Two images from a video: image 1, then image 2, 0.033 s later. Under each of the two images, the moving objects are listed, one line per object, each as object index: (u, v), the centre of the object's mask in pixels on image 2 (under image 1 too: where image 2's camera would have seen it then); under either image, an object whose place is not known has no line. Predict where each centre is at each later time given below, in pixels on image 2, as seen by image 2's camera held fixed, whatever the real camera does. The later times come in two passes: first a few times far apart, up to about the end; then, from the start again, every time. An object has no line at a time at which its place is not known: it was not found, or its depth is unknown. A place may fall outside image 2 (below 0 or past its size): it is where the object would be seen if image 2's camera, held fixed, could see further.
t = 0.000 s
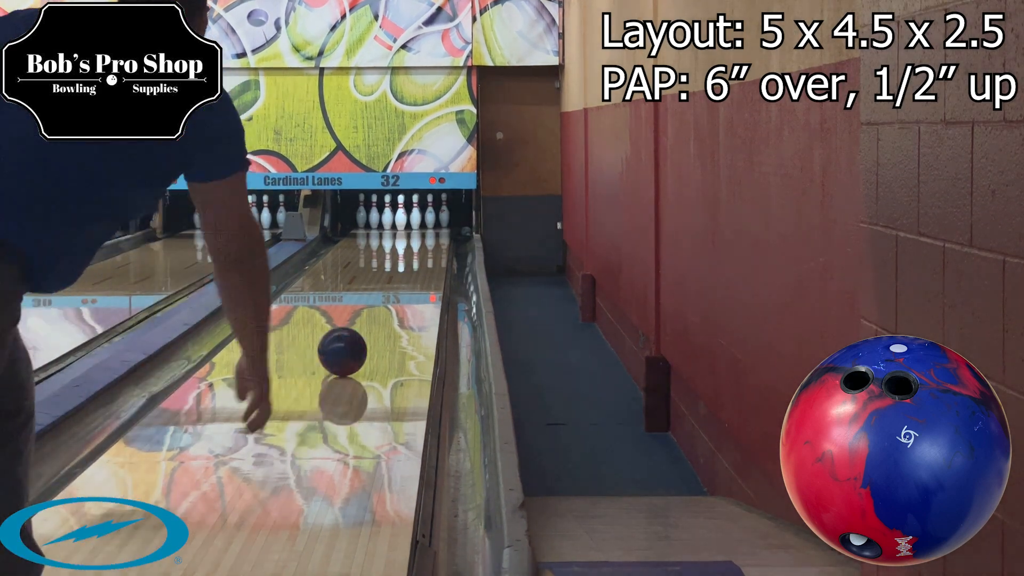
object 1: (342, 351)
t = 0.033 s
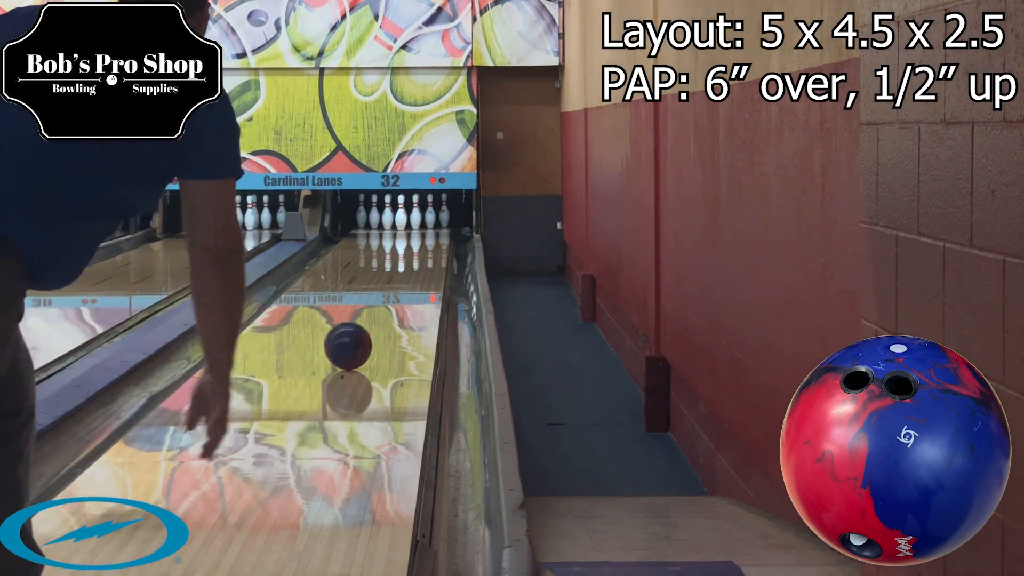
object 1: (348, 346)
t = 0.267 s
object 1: (378, 311)
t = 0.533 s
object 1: (402, 282)
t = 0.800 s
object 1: (418, 262)
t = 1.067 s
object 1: (426, 248)
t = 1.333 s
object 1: (426, 236)
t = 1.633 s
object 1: (416, 226)
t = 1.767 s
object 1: (408, 221)
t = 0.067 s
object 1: (353, 340)
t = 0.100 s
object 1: (358, 335)
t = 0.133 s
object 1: (362, 330)
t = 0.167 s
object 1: (367, 325)
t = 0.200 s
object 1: (371, 320)
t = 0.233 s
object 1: (375, 316)
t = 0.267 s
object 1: (378, 311)
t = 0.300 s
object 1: (382, 307)
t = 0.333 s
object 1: (385, 303)
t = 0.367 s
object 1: (388, 300)
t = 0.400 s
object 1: (391, 296)
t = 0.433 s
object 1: (394, 292)
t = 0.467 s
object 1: (397, 289)
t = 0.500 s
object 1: (400, 286)
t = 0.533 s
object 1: (402, 282)
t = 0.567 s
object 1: (404, 279)
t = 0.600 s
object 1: (406, 276)
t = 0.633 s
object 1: (408, 274)
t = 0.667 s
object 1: (411, 271)
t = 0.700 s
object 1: (413, 269)
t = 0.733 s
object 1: (414, 267)
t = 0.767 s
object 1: (416, 264)
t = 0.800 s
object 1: (418, 262)
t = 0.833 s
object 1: (419, 260)
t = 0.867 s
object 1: (420, 258)
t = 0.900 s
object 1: (422, 256)
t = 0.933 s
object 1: (423, 254)
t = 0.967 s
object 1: (424, 252)
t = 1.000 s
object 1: (424, 251)
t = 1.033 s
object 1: (426, 249)
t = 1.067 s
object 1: (426, 248)
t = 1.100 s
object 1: (427, 246)
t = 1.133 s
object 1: (427, 245)
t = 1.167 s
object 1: (427, 243)
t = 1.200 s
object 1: (427, 241)
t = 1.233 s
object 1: (427, 240)
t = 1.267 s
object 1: (427, 238)
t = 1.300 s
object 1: (427, 237)
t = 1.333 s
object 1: (426, 236)
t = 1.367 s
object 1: (425, 234)
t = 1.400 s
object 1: (424, 233)
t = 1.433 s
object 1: (424, 232)
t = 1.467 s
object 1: (423, 231)
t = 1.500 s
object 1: (422, 229)
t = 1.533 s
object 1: (420, 228)
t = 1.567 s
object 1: (419, 228)
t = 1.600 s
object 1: (417, 227)
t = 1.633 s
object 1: (416, 226)
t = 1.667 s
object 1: (414, 225)
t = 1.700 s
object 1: (412, 223)
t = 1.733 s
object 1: (410, 222)
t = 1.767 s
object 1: (408, 221)
